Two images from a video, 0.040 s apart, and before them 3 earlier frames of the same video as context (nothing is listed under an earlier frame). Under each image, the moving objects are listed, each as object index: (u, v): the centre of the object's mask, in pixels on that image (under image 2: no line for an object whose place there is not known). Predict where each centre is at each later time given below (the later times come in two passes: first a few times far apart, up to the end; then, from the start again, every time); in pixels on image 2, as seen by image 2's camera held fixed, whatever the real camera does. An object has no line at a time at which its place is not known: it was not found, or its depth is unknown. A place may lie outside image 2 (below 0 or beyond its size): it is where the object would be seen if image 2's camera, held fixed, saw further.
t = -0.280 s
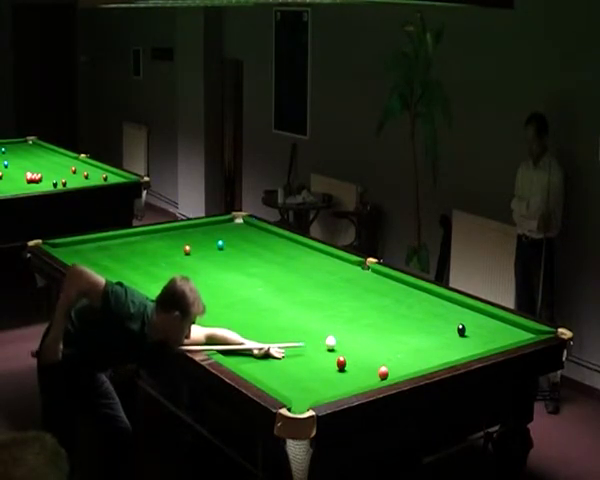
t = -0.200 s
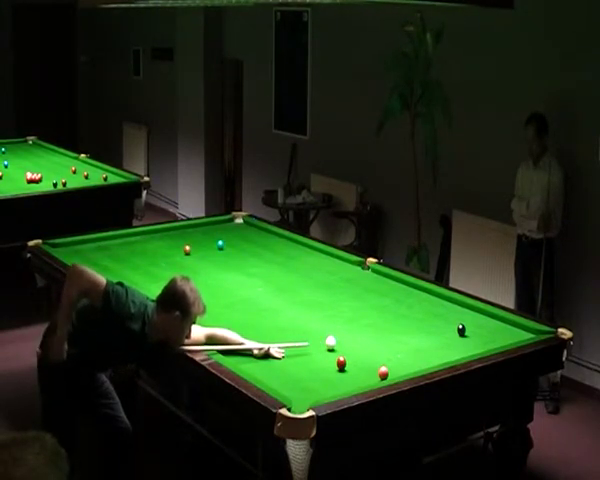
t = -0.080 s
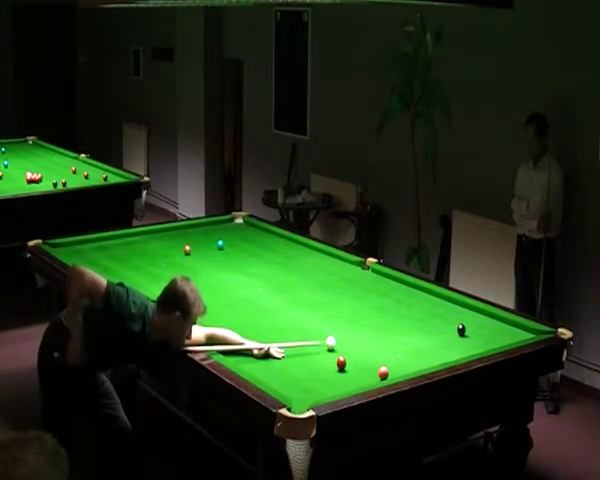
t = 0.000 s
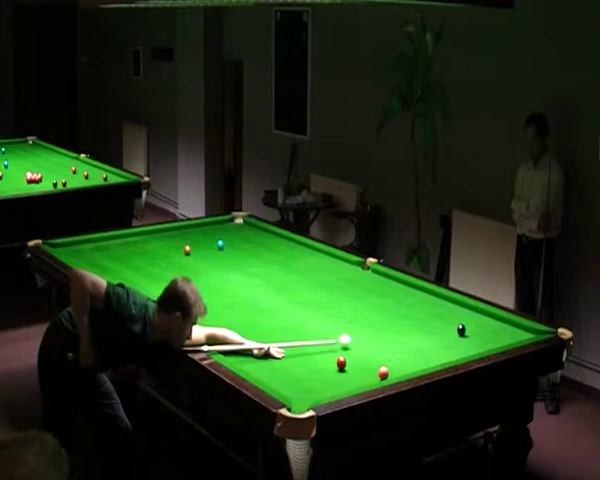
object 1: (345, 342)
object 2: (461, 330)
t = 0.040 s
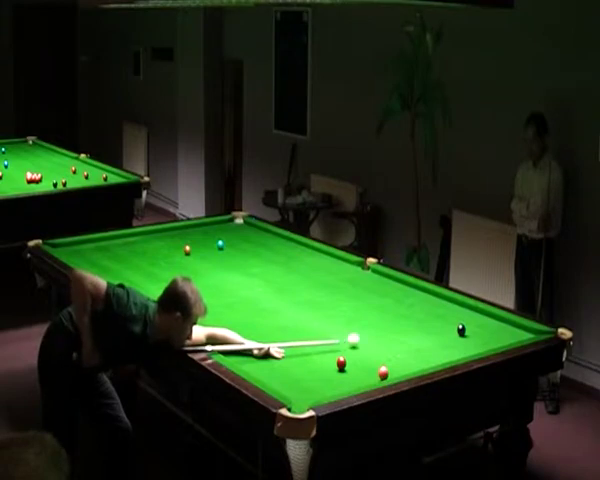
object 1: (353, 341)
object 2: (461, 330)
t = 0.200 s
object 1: (385, 337)
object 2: (461, 330)
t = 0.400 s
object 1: (423, 332)
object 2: (461, 330)
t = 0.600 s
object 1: (453, 327)
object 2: (467, 331)
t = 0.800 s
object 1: (462, 321)
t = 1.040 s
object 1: (473, 315)
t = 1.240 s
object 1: (480, 311)
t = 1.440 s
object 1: (469, 312)
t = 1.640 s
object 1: (459, 313)
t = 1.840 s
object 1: (449, 314)
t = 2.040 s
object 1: (440, 315)
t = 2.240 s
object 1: (431, 316)
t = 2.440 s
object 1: (423, 317)
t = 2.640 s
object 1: (416, 318)
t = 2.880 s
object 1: (407, 319)
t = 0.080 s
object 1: (361, 340)
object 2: (461, 330)
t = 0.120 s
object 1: (369, 339)
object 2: (461, 330)
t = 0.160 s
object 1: (377, 338)
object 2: (461, 330)
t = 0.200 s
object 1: (385, 337)
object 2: (461, 330)
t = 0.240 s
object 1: (393, 336)
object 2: (461, 330)
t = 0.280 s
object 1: (400, 336)
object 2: (461, 330)
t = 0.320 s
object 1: (408, 334)
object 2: (461, 330)
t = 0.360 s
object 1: (416, 333)
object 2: (461, 330)
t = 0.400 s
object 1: (423, 332)
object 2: (461, 330)
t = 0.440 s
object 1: (430, 331)
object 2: (461, 330)
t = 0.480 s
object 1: (437, 330)
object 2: (461, 330)
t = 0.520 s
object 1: (445, 329)
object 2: (461, 330)
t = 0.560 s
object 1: (452, 328)
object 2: (462, 330)
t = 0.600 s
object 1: (453, 327)
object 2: (467, 331)
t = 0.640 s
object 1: (454, 326)
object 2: (473, 331)
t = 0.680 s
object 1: (456, 324)
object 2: (478, 331)
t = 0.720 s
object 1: (458, 323)
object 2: (482, 331)
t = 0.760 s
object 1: (460, 322)
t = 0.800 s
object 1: (462, 321)
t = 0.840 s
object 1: (464, 320)
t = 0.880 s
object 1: (466, 319)
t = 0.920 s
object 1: (468, 318)
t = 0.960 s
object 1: (469, 317)
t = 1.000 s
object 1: (471, 316)
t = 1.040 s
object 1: (473, 315)
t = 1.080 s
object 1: (475, 314)
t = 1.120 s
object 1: (477, 313)
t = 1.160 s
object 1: (478, 312)
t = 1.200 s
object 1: (479, 311)
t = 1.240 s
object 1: (480, 311)
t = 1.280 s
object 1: (478, 311)
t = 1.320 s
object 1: (476, 311)
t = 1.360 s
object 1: (473, 311)
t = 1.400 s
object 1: (471, 312)
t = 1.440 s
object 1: (469, 312)
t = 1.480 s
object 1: (467, 312)
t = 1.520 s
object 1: (465, 312)
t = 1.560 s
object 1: (463, 313)
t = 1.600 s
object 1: (461, 313)
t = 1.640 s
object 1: (459, 313)
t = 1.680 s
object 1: (457, 313)
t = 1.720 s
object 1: (455, 314)
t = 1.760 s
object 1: (453, 314)
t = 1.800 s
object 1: (451, 314)
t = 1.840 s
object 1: (449, 314)
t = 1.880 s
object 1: (447, 314)
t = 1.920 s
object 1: (445, 314)
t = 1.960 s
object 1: (443, 315)
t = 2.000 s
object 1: (442, 315)
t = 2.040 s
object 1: (440, 315)
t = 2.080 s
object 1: (438, 315)
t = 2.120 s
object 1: (436, 316)
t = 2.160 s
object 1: (435, 316)
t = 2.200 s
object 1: (433, 316)
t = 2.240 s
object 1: (431, 316)
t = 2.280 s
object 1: (430, 316)
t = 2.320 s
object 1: (428, 317)
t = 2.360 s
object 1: (426, 317)
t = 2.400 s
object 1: (425, 317)
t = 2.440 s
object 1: (423, 317)
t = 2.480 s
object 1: (422, 318)
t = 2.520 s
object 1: (420, 318)
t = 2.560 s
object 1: (419, 318)
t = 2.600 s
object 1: (417, 318)
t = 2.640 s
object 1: (416, 318)
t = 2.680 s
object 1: (414, 318)
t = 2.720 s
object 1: (413, 319)
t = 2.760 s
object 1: (412, 319)
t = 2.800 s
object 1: (410, 319)
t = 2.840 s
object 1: (409, 319)
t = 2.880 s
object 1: (407, 319)
